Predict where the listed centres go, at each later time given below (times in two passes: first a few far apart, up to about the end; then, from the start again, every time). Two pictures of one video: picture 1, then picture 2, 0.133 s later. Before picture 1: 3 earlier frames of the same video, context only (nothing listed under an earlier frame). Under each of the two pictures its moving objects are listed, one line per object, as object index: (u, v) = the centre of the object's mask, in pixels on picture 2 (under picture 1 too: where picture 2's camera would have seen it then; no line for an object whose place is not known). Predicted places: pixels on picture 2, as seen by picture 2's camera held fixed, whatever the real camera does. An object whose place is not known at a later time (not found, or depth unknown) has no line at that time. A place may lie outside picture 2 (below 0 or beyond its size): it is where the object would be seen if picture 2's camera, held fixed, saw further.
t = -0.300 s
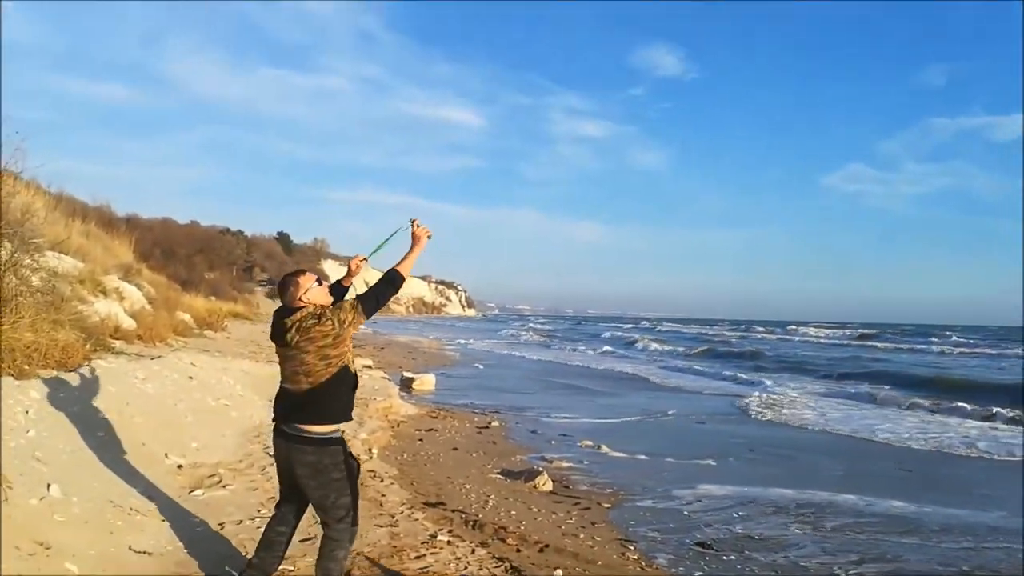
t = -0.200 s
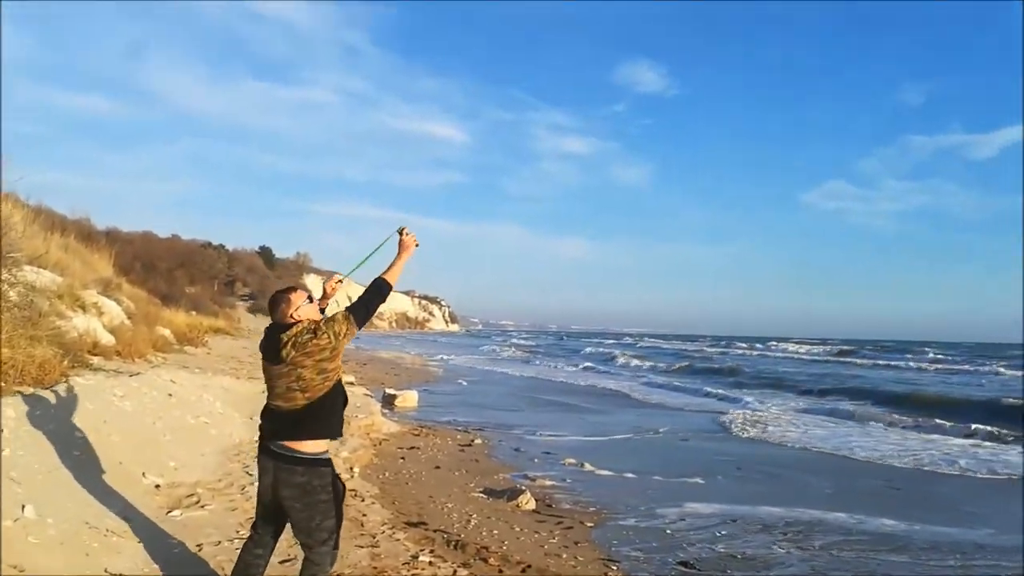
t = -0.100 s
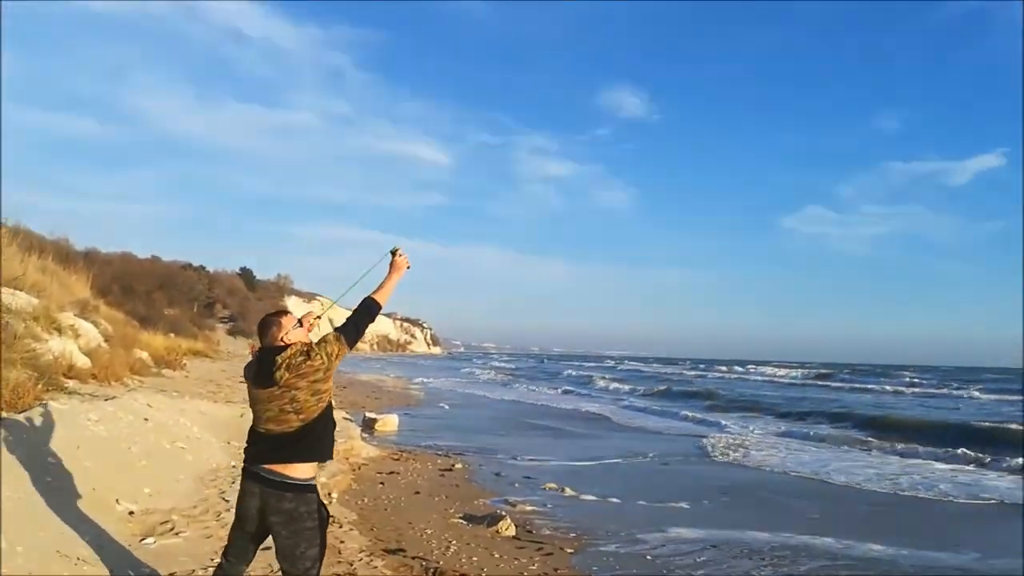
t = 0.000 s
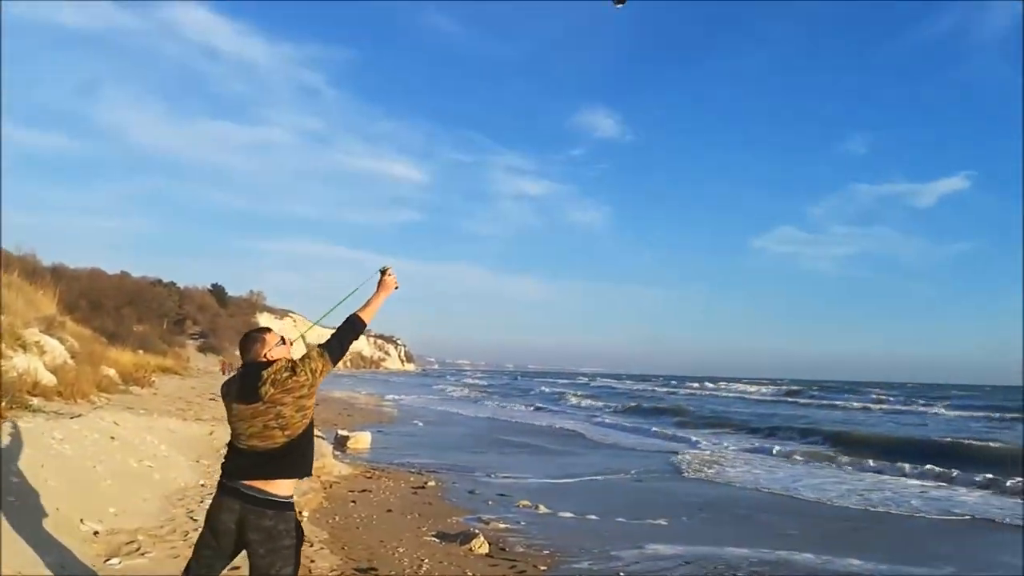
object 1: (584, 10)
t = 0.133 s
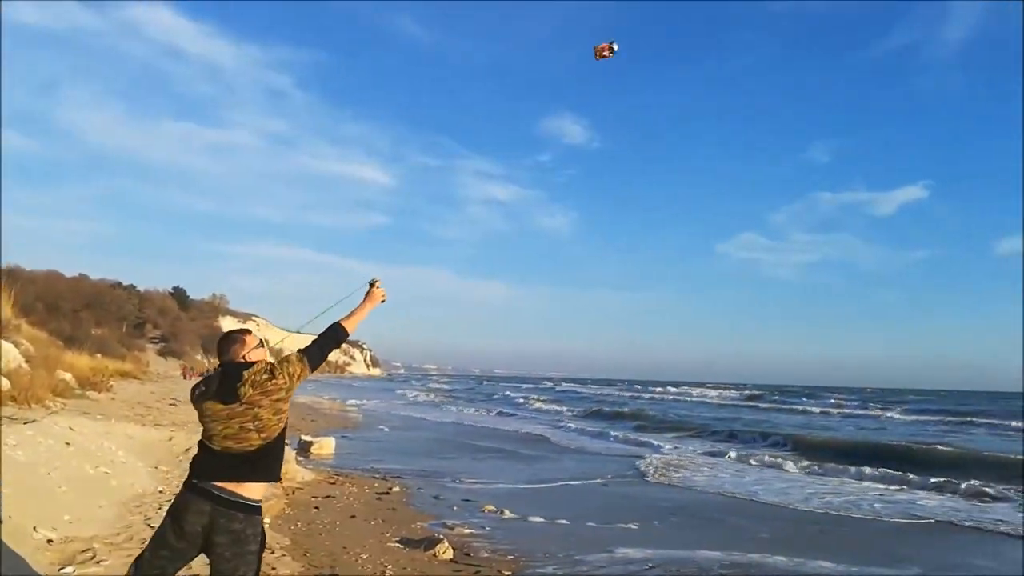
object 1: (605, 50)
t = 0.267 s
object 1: (624, 124)
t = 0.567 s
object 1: (663, 318)
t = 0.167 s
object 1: (611, 66)
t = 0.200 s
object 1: (616, 84)
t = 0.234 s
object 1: (620, 102)
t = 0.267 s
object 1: (624, 124)
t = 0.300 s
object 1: (627, 146)
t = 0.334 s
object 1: (630, 170)
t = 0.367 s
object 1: (635, 195)
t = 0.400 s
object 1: (641, 217)
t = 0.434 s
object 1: (644, 235)
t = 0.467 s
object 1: (648, 255)
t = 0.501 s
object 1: (654, 275)
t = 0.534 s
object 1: (657, 296)
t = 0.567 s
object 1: (663, 318)
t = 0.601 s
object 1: (666, 341)
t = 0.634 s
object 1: (669, 365)
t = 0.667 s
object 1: (668, 386)
